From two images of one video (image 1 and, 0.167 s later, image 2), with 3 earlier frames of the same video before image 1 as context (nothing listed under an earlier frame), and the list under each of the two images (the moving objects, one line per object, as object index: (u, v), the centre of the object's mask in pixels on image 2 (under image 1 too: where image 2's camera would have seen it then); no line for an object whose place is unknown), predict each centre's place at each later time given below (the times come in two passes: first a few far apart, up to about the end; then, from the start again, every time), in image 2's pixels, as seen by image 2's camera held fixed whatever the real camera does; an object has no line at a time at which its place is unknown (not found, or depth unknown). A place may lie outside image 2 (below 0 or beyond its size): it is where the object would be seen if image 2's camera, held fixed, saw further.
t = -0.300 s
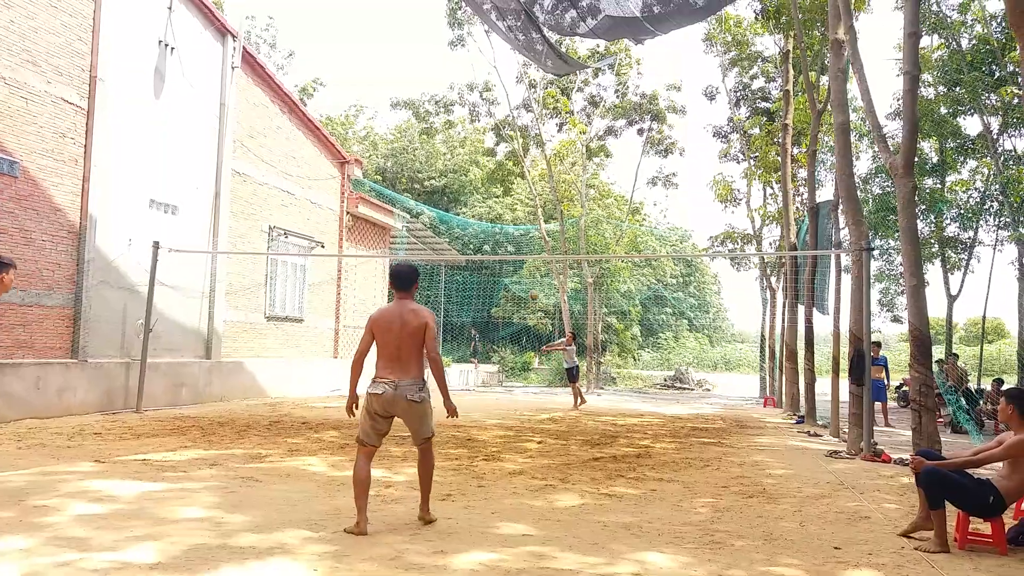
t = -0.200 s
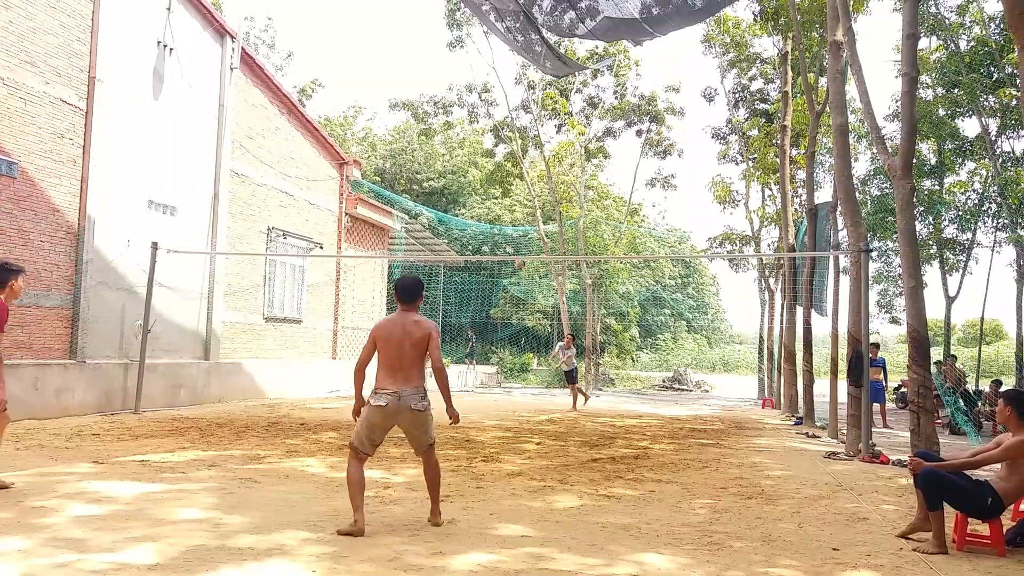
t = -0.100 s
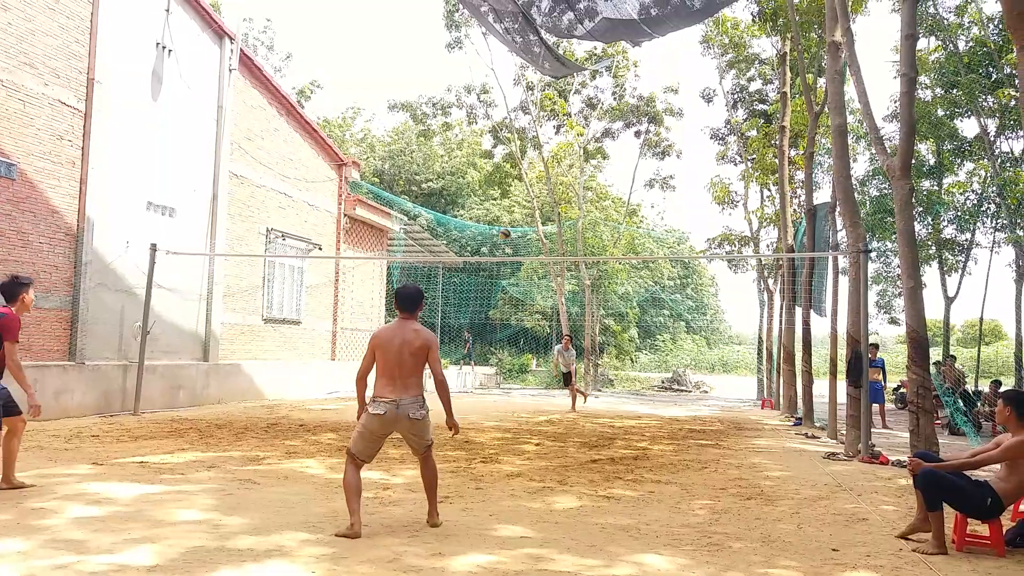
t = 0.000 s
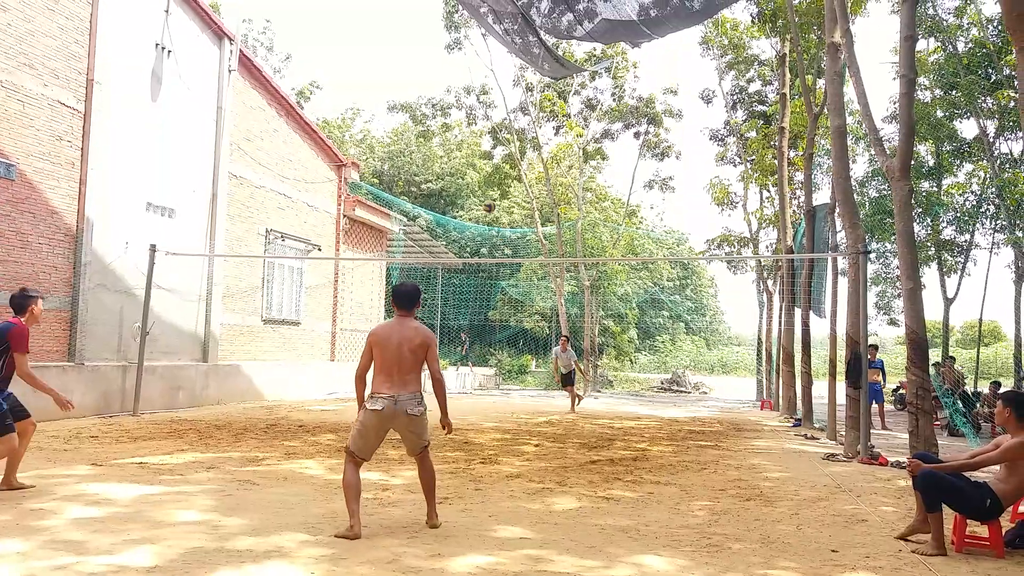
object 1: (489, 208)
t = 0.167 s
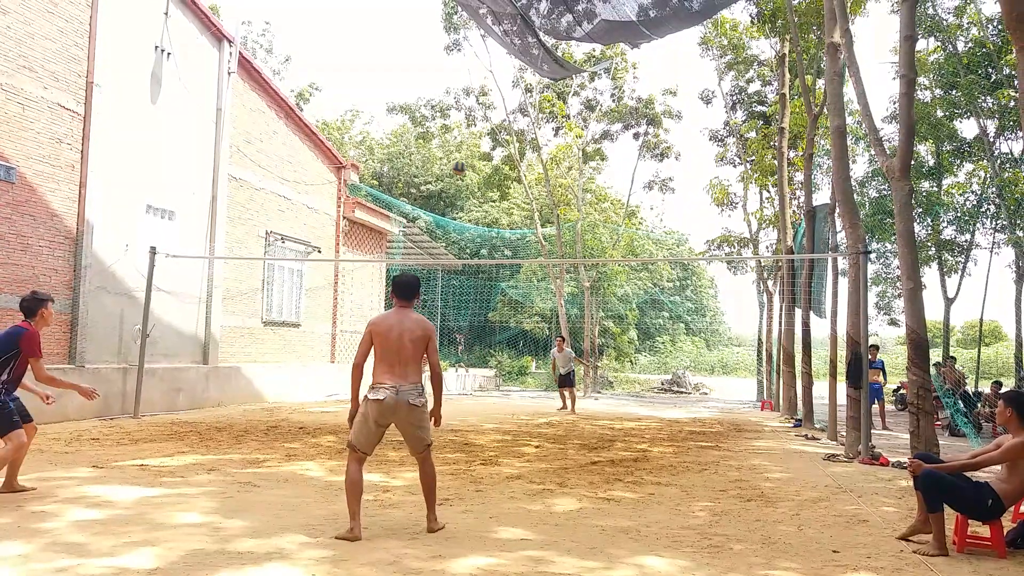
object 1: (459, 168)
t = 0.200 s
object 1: (451, 161)
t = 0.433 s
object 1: (390, 133)
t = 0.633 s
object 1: (318, 140)
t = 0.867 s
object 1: (184, 209)
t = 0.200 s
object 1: (451, 161)
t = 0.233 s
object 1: (444, 155)
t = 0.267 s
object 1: (437, 149)
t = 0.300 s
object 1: (429, 144)
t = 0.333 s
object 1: (420, 140)
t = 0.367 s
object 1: (411, 136)
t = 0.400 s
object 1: (401, 134)
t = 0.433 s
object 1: (390, 133)
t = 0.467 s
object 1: (380, 131)
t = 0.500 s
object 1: (369, 132)
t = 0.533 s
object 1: (358, 132)
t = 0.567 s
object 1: (345, 134)
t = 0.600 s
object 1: (332, 135)
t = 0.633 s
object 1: (318, 140)
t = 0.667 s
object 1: (304, 144)
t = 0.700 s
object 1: (287, 150)
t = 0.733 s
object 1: (270, 158)
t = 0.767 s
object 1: (251, 168)
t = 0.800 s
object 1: (230, 179)
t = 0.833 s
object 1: (208, 193)
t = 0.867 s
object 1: (184, 209)
